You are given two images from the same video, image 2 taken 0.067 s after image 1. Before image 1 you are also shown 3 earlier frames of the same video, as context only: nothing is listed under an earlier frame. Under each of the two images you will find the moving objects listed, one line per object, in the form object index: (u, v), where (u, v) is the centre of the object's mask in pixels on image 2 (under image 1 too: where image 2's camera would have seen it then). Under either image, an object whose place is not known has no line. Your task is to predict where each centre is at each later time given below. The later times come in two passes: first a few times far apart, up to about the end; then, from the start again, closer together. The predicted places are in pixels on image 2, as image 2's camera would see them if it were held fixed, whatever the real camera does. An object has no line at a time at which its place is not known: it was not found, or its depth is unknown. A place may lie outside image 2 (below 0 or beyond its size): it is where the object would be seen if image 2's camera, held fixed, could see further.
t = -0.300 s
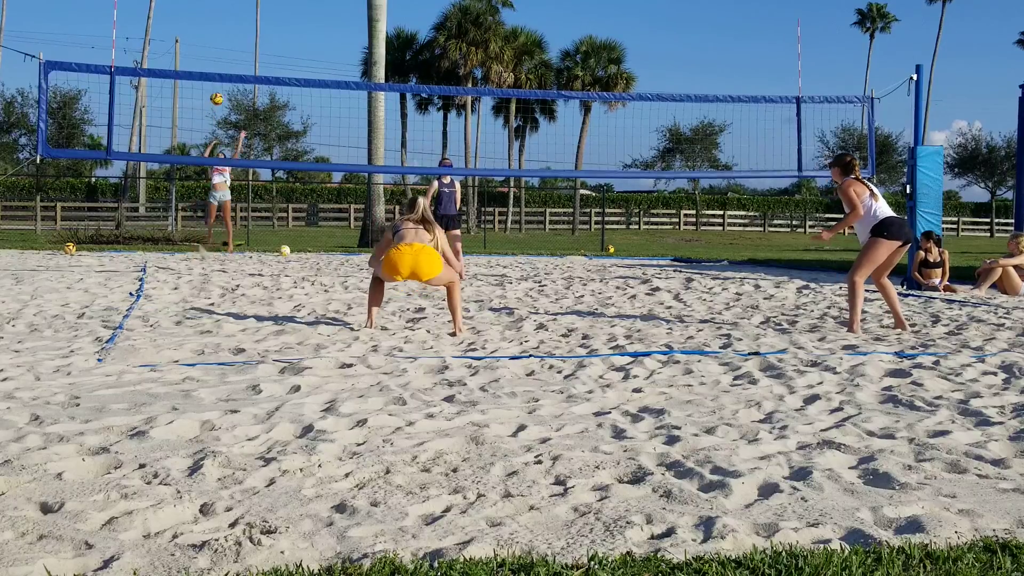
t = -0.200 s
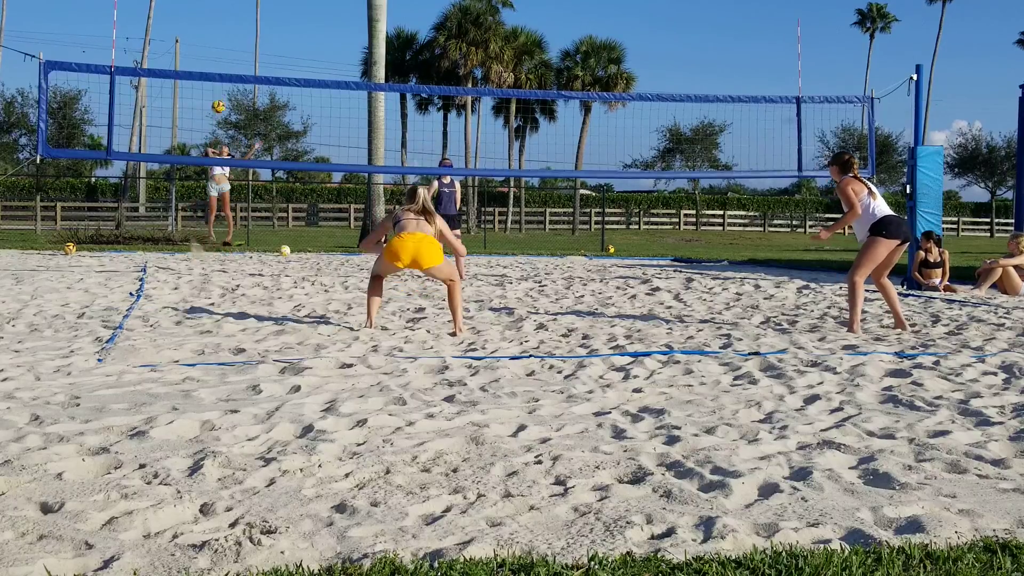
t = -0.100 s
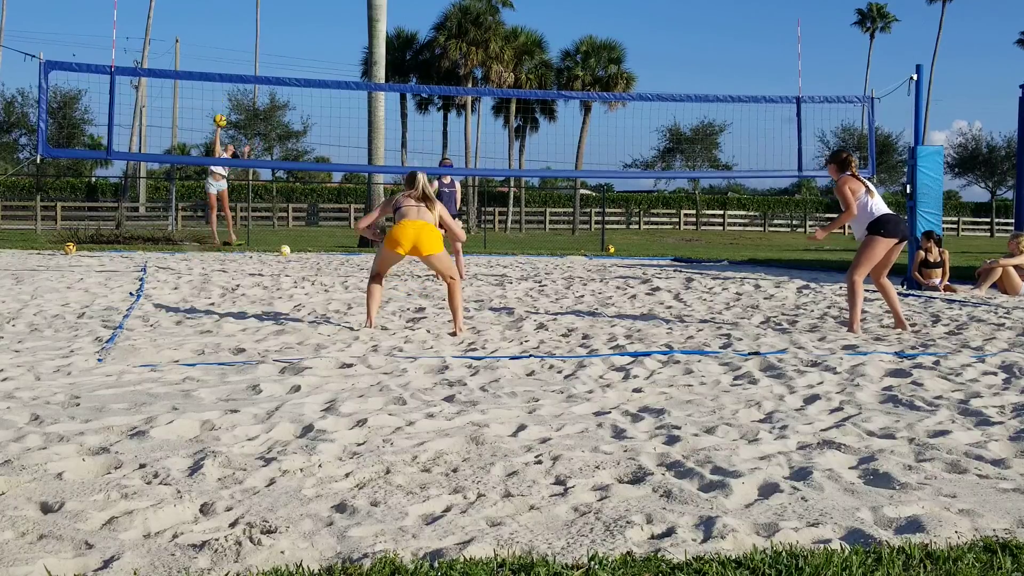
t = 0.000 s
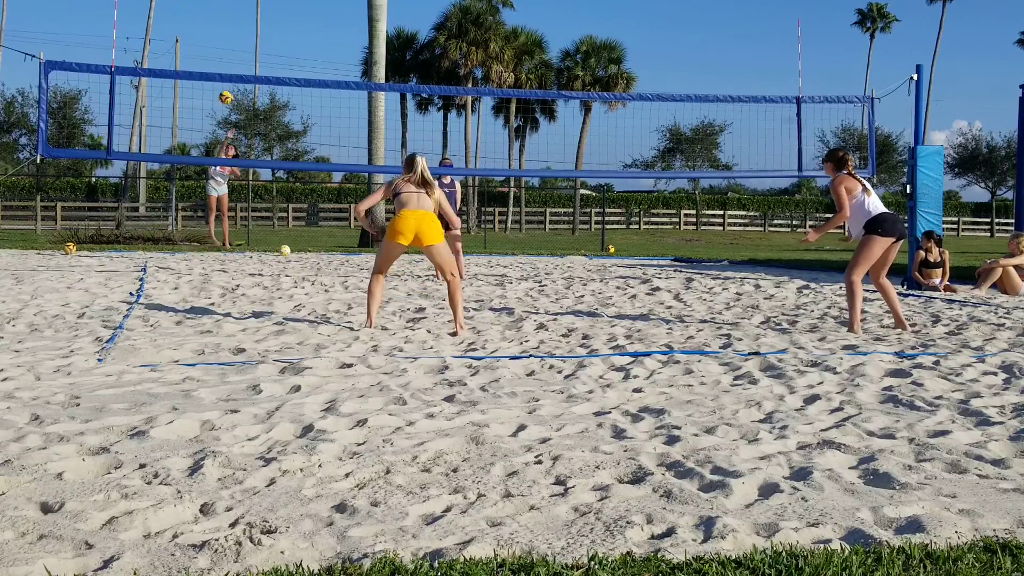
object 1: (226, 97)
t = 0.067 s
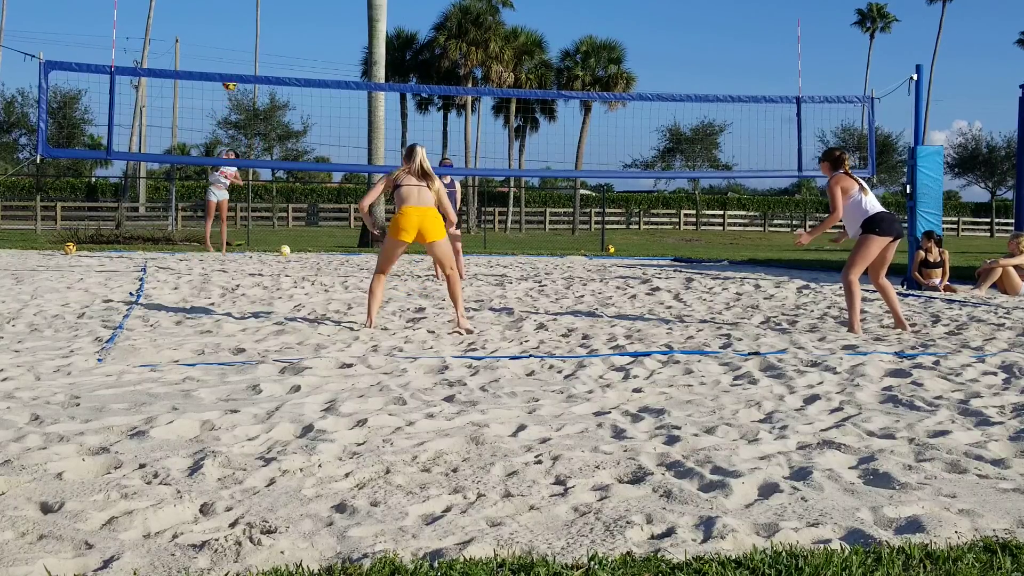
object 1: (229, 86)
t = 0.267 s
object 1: (242, 48)
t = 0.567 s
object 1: (256, 32)
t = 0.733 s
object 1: (265, 63)
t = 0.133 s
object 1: (234, 69)
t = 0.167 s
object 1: (236, 64)
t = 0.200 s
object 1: (238, 58)
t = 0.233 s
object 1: (240, 53)
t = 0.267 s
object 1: (242, 48)
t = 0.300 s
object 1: (244, 43)
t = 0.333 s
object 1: (246, 39)
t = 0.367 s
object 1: (248, 36)
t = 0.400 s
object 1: (249, 33)
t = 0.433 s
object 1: (251, 31)
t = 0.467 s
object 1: (252, 30)
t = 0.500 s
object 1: (254, 30)
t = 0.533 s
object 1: (255, 30)
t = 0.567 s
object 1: (256, 32)
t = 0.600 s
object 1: (258, 35)
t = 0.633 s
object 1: (259, 40)
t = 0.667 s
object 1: (261, 46)
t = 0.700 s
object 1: (263, 54)
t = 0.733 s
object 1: (265, 63)
